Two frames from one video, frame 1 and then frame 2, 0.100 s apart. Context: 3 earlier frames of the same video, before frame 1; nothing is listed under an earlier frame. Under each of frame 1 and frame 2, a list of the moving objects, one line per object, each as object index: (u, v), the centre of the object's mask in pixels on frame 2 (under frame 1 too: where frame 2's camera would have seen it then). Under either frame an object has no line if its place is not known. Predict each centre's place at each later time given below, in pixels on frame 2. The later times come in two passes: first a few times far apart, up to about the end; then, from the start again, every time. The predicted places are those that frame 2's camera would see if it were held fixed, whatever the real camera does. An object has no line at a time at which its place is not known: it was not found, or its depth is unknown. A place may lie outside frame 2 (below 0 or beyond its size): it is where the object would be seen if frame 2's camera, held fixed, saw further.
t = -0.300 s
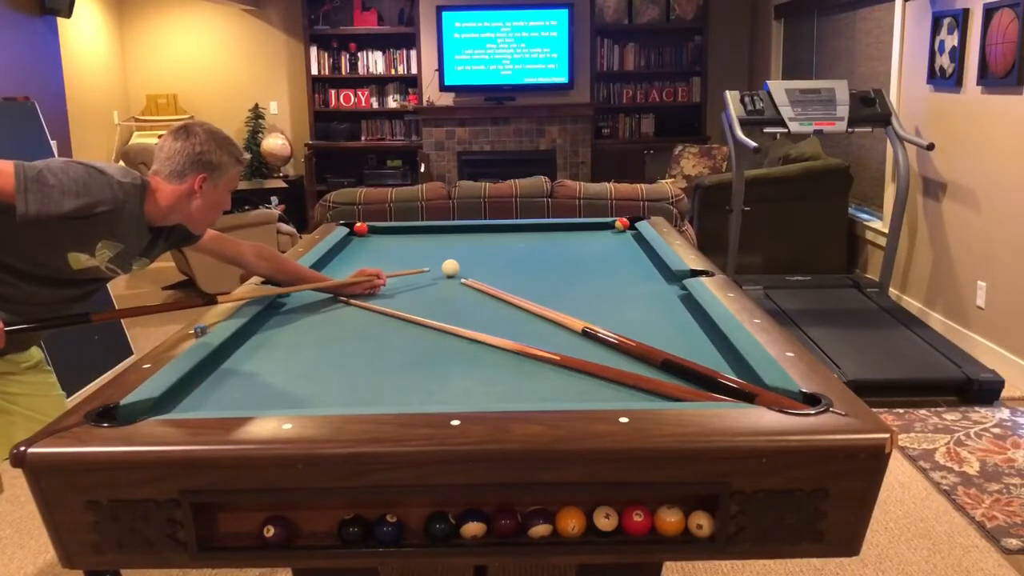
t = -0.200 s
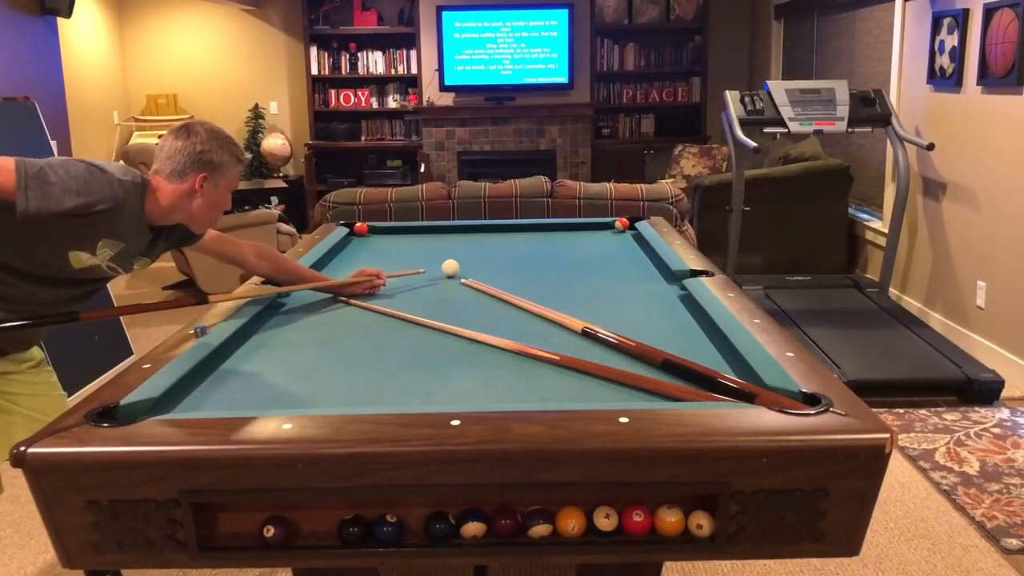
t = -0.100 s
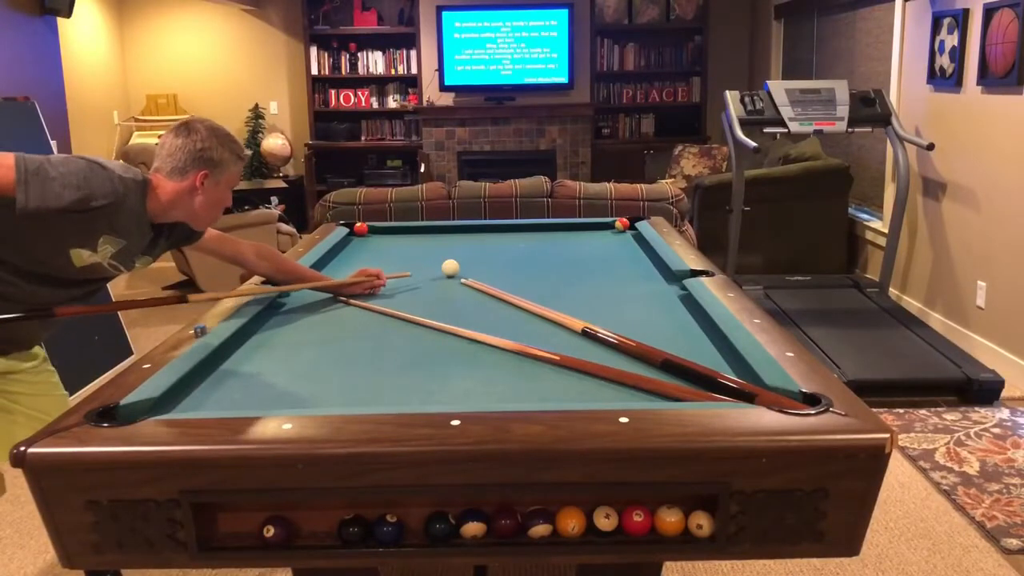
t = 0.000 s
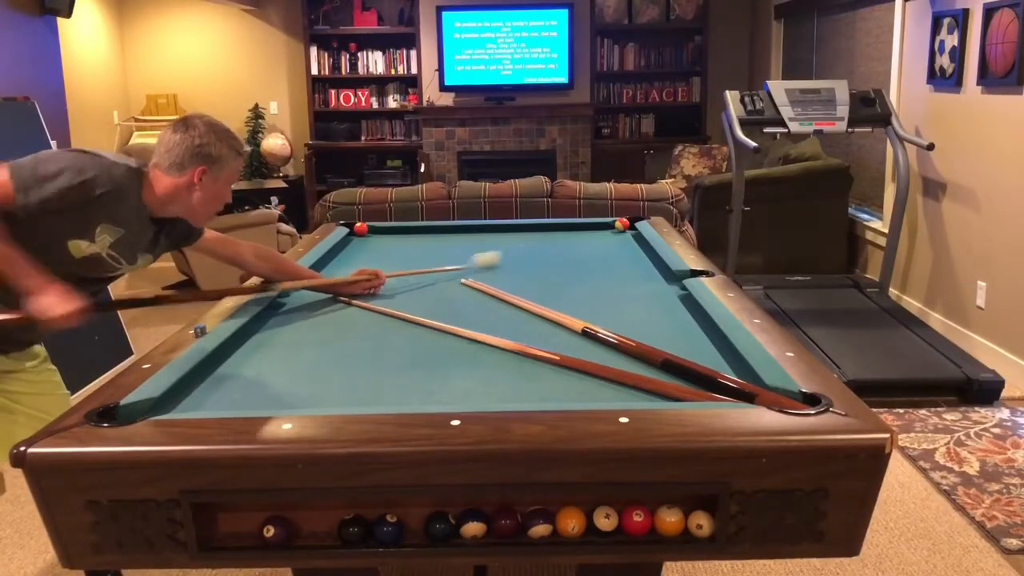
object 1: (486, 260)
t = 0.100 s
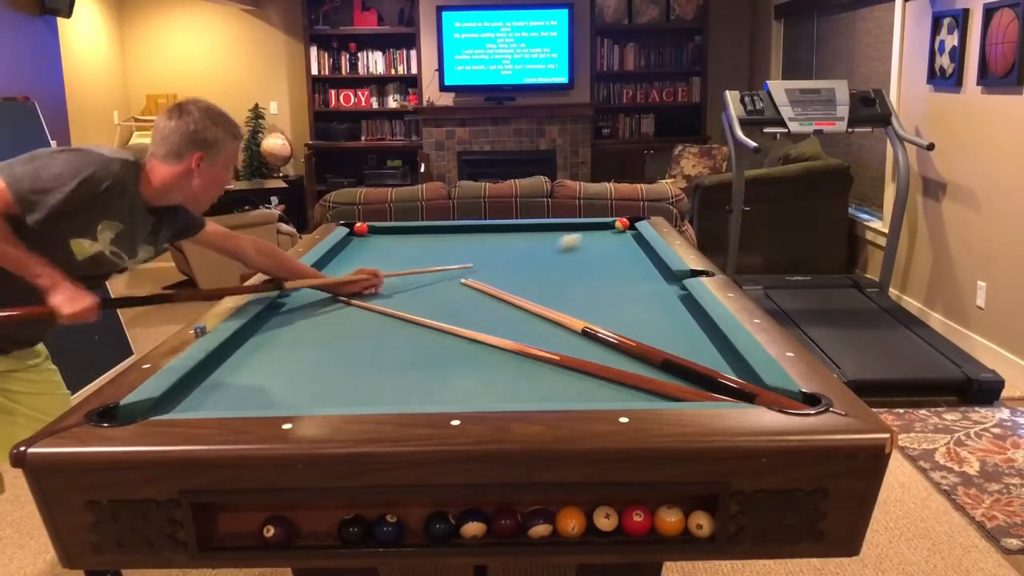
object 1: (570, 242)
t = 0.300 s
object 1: (575, 225)
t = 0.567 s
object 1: (470, 236)
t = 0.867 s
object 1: (353, 248)
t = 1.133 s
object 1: (374, 260)
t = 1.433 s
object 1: (416, 274)
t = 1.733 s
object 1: (465, 291)
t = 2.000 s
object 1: (516, 308)
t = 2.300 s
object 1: (581, 331)
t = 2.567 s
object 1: (639, 356)
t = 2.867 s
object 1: (717, 383)
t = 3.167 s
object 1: (778, 394)
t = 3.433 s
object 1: (805, 394)
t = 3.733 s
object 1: (785, 388)
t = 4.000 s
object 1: (766, 381)
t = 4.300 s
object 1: (744, 372)
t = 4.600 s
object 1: (721, 363)
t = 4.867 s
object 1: (700, 356)
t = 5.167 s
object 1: (676, 347)
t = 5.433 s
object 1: (654, 339)
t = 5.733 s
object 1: (629, 330)
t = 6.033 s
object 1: (604, 320)
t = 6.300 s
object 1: (583, 312)
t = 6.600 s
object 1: (558, 304)
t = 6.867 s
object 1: (536, 296)
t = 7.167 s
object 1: (513, 287)
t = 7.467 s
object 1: (490, 278)
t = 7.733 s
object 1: (472, 271)
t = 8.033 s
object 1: (453, 268)
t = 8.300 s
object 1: (439, 261)
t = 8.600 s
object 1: (425, 254)
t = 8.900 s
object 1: (412, 249)
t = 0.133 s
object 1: (593, 236)
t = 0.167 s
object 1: (616, 231)
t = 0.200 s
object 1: (627, 227)
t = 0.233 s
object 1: (610, 225)
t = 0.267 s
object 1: (591, 225)
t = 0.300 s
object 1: (575, 225)
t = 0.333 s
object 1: (561, 226)
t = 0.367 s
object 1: (547, 228)
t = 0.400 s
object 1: (534, 229)
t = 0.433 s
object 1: (520, 231)
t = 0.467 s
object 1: (508, 232)
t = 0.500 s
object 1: (495, 233)
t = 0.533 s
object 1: (483, 235)
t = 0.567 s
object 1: (470, 236)
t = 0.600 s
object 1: (458, 237)
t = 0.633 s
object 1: (446, 239)
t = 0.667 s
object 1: (432, 240)
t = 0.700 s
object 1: (420, 241)
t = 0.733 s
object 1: (407, 243)
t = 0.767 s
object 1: (393, 244)
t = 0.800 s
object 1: (380, 245)
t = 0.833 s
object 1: (367, 246)
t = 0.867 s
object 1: (353, 248)
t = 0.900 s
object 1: (340, 249)
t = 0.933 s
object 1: (342, 251)
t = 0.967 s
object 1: (349, 252)
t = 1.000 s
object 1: (355, 254)
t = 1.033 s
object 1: (360, 255)
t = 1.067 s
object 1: (365, 257)
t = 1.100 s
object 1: (369, 258)
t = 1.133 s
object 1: (374, 260)
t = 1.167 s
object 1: (378, 262)
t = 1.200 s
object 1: (383, 263)
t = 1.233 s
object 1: (387, 265)
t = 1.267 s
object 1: (392, 266)
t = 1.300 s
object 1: (396, 268)
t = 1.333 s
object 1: (401, 269)
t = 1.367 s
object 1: (406, 271)
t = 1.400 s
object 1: (411, 273)
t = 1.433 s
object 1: (416, 274)
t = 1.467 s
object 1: (421, 276)
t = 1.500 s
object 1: (427, 278)
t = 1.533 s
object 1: (432, 279)
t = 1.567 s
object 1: (437, 281)
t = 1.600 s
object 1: (443, 283)
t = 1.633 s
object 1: (448, 285)
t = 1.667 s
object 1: (453, 287)
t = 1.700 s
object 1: (459, 289)
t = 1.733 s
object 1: (465, 291)
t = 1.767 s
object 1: (472, 293)
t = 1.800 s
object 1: (477, 295)
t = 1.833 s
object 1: (483, 297)
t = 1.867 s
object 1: (489, 299)
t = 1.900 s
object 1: (496, 302)
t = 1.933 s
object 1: (503, 304)
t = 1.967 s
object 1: (509, 306)
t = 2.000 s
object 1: (516, 308)
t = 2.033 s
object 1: (522, 310)
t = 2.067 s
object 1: (529, 313)
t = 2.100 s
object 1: (536, 315)
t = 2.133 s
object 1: (543, 318)
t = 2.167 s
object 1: (551, 320)
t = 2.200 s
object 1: (557, 323)
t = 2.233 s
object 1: (565, 325)
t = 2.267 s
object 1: (573, 328)
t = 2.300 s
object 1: (581, 331)
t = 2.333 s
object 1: (589, 333)
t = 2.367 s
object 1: (596, 336)
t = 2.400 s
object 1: (603, 339)
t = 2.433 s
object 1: (610, 342)
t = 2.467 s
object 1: (617, 346)
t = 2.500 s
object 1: (625, 349)
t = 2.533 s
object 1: (632, 352)
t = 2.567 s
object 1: (639, 356)
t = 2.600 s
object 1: (647, 359)
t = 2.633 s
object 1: (655, 362)
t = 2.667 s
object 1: (664, 366)
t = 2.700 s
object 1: (672, 369)
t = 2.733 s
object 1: (680, 372)
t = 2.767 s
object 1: (689, 375)
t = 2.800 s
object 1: (698, 379)
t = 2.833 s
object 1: (709, 382)
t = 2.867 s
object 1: (717, 383)
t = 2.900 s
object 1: (725, 384)
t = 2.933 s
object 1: (731, 385)
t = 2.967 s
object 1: (738, 385)
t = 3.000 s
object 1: (745, 387)
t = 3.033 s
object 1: (752, 388)
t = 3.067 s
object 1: (759, 390)
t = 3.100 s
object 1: (765, 391)
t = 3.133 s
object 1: (772, 393)
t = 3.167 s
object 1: (778, 394)
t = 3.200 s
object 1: (784, 395)
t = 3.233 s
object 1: (791, 396)
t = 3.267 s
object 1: (795, 396)
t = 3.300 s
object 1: (798, 396)
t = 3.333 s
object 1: (801, 395)
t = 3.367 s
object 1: (803, 395)
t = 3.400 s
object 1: (805, 395)
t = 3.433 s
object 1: (805, 394)
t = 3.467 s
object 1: (804, 393)
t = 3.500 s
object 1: (802, 392)
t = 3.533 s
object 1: (799, 392)
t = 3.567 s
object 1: (795, 392)
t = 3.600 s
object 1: (792, 391)
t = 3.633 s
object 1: (790, 390)
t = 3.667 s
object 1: (789, 389)
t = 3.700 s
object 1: (787, 388)
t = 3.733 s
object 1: (785, 388)
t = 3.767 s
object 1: (782, 387)
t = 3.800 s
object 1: (780, 386)
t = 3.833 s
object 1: (778, 385)
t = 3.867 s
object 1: (776, 384)
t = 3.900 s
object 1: (773, 383)
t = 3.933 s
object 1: (771, 383)
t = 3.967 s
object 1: (768, 381)
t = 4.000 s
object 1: (766, 381)
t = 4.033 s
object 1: (763, 380)
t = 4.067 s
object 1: (761, 379)
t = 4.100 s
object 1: (758, 378)
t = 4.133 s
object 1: (756, 377)
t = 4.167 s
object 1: (754, 376)
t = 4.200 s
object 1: (751, 375)
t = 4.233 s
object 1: (749, 374)
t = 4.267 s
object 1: (747, 373)
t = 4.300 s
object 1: (744, 372)
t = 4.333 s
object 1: (741, 371)
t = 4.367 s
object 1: (739, 370)
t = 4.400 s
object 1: (737, 370)
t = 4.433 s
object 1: (734, 369)
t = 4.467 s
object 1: (732, 368)
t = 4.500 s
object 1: (729, 366)
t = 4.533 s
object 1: (726, 365)
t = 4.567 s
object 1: (724, 364)
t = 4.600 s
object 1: (721, 363)
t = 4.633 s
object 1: (719, 363)
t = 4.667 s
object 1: (716, 362)
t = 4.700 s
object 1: (714, 360)
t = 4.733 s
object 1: (711, 360)
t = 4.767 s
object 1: (708, 359)
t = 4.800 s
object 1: (706, 358)
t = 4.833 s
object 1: (703, 357)
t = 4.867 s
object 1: (700, 356)
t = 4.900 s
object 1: (697, 355)
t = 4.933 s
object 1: (695, 354)
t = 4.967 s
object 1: (692, 353)
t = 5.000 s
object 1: (690, 352)
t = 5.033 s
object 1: (687, 351)
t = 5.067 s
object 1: (684, 350)
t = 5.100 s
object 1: (681, 348)
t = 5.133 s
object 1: (679, 348)
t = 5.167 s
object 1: (676, 347)
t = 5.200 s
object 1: (673, 346)
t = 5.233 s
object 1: (670, 345)
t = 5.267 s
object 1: (668, 344)
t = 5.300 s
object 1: (665, 343)
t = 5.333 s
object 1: (662, 342)
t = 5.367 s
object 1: (659, 341)
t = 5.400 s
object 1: (657, 340)
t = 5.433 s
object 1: (654, 339)
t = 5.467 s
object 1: (651, 338)
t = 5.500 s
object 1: (648, 337)
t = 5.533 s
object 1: (646, 335)
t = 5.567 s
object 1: (643, 335)
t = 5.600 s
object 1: (640, 334)
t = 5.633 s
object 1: (637, 333)
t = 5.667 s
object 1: (635, 331)
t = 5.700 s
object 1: (632, 330)
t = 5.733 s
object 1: (629, 330)
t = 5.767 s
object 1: (626, 328)
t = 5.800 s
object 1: (624, 327)
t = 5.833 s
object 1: (621, 326)
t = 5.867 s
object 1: (618, 325)
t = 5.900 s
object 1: (615, 324)
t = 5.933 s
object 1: (612, 323)
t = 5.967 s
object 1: (610, 322)
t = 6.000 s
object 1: (607, 321)
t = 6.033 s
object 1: (604, 320)
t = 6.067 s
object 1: (601, 319)
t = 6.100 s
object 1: (599, 318)
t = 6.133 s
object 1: (597, 317)
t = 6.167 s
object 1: (593, 317)
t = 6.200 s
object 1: (591, 315)
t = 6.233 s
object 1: (588, 314)
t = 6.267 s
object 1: (586, 313)
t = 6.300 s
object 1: (583, 312)
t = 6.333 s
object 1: (580, 311)
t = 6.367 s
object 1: (577, 310)
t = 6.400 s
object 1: (575, 309)
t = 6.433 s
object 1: (572, 308)
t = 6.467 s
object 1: (569, 308)
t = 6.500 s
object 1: (566, 307)
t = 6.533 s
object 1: (564, 306)
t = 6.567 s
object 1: (561, 305)
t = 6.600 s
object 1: (558, 304)
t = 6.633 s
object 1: (555, 302)
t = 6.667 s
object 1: (553, 302)
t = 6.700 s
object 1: (550, 301)
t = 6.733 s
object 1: (547, 300)
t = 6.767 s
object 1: (545, 299)
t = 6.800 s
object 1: (542, 298)
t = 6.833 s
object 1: (539, 297)
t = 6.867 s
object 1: (536, 296)
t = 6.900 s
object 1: (533, 295)
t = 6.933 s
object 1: (531, 294)
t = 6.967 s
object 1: (528, 293)
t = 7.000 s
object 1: (526, 292)
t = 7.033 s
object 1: (523, 291)
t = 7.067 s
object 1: (520, 290)
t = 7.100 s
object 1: (518, 289)
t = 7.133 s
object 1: (515, 288)
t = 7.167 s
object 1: (513, 287)
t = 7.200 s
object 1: (510, 286)
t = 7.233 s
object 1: (508, 285)
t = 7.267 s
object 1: (505, 284)
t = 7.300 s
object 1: (503, 283)
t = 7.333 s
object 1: (500, 282)
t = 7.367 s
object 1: (498, 281)
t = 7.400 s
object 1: (496, 280)
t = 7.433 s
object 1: (493, 279)
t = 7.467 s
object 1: (490, 278)
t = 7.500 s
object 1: (488, 278)
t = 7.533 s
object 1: (486, 276)
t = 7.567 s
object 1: (483, 276)
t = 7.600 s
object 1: (481, 275)
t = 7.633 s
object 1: (478, 274)
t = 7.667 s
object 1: (476, 273)
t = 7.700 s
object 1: (474, 272)
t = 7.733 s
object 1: (472, 271)
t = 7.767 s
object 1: (470, 270)
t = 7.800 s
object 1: (467, 269)
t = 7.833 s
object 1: (465, 269)
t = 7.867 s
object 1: (463, 270)
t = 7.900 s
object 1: (461, 269)
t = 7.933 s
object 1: (459, 269)
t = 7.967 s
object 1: (457, 269)
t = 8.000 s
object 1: (455, 268)
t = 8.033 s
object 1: (453, 268)
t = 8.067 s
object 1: (451, 267)
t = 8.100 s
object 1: (449, 266)
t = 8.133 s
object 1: (448, 265)
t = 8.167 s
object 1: (446, 264)
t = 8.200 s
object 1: (444, 263)
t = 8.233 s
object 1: (443, 262)
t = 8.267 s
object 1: (441, 262)
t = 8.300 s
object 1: (439, 261)
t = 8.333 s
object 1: (438, 260)
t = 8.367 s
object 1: (436, 260)
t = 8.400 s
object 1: (434, 259)
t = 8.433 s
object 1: (433, 258)
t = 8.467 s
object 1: (431, 257)
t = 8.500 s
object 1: (430, 257)
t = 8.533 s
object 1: (428, 256)
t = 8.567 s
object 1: (426, 255)
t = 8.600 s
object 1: (425, 254)
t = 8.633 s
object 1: (424, 254)
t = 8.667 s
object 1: (422, 253)
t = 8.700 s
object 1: (421, 253)
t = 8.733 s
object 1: (419, 252)
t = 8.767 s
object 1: (418, 251)
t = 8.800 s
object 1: (416, 251)
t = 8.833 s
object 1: (415, 250)
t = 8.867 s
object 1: (414, 250)
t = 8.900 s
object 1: (412, 249)
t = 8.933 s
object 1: (411, 248)
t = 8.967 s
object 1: (410, 248)
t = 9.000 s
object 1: (408, 247)
